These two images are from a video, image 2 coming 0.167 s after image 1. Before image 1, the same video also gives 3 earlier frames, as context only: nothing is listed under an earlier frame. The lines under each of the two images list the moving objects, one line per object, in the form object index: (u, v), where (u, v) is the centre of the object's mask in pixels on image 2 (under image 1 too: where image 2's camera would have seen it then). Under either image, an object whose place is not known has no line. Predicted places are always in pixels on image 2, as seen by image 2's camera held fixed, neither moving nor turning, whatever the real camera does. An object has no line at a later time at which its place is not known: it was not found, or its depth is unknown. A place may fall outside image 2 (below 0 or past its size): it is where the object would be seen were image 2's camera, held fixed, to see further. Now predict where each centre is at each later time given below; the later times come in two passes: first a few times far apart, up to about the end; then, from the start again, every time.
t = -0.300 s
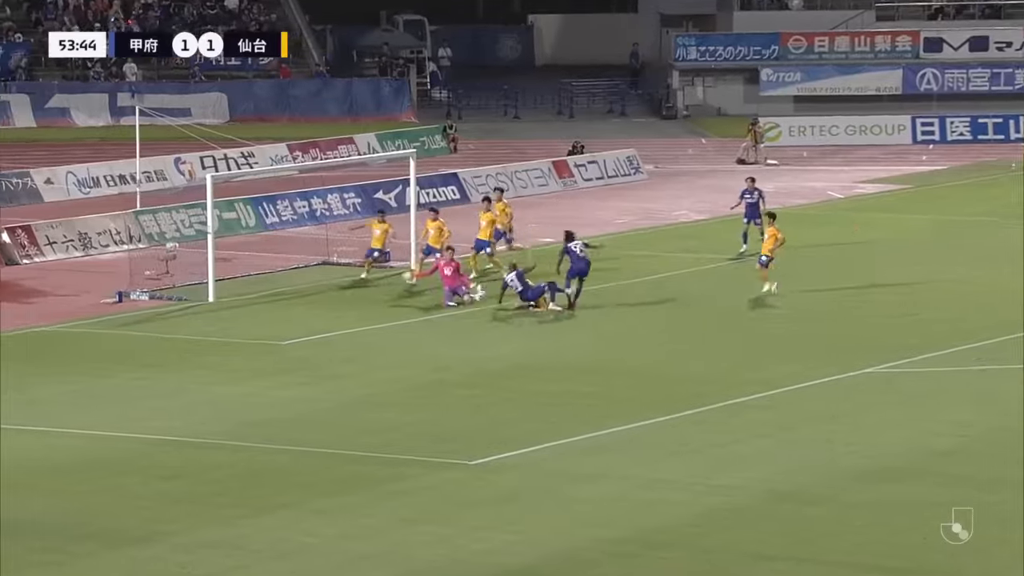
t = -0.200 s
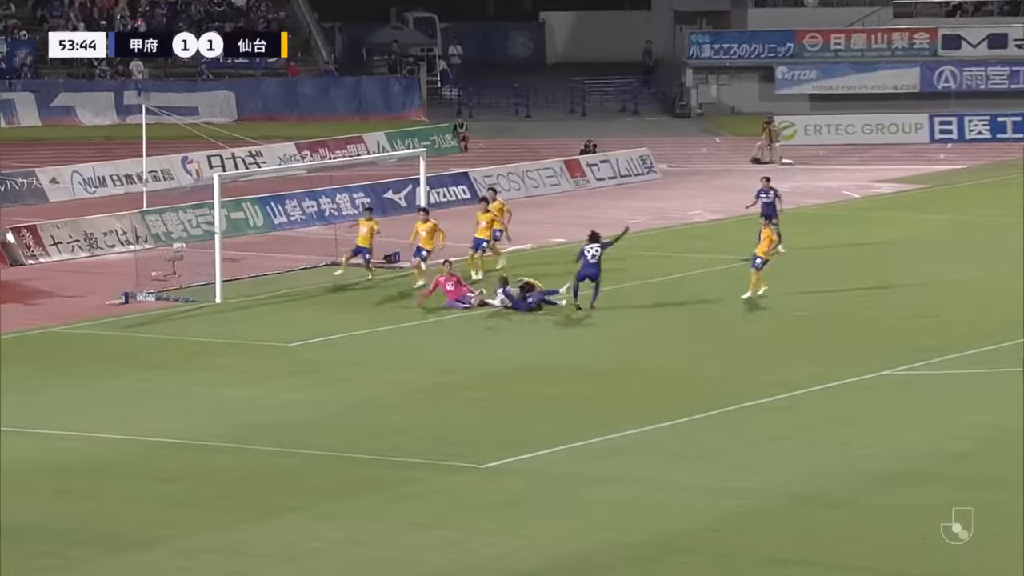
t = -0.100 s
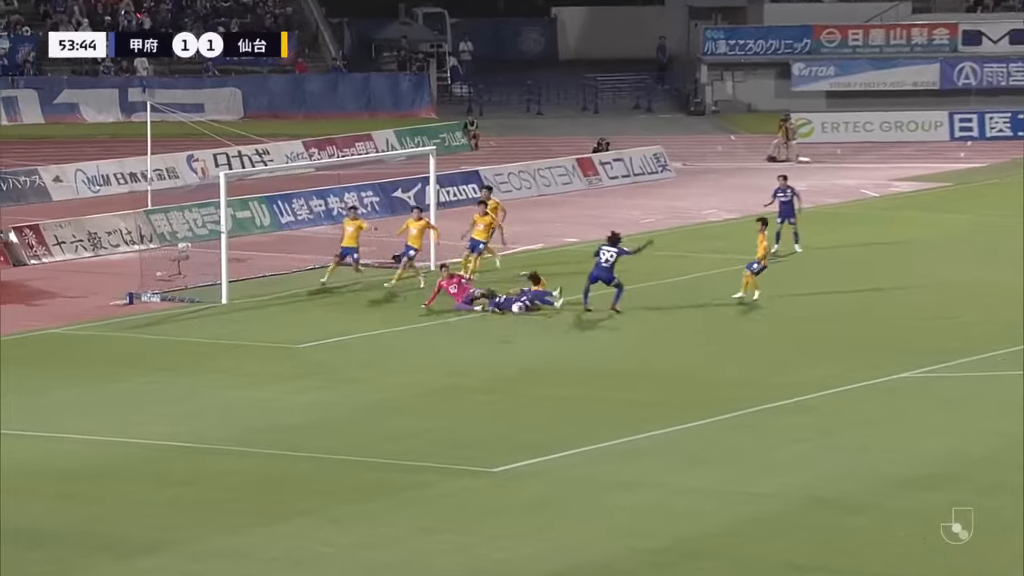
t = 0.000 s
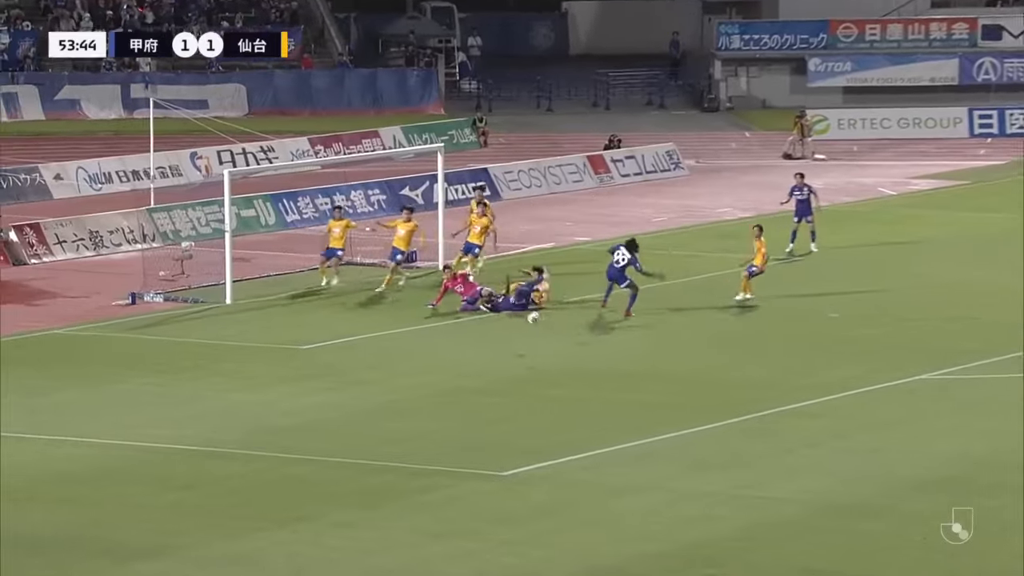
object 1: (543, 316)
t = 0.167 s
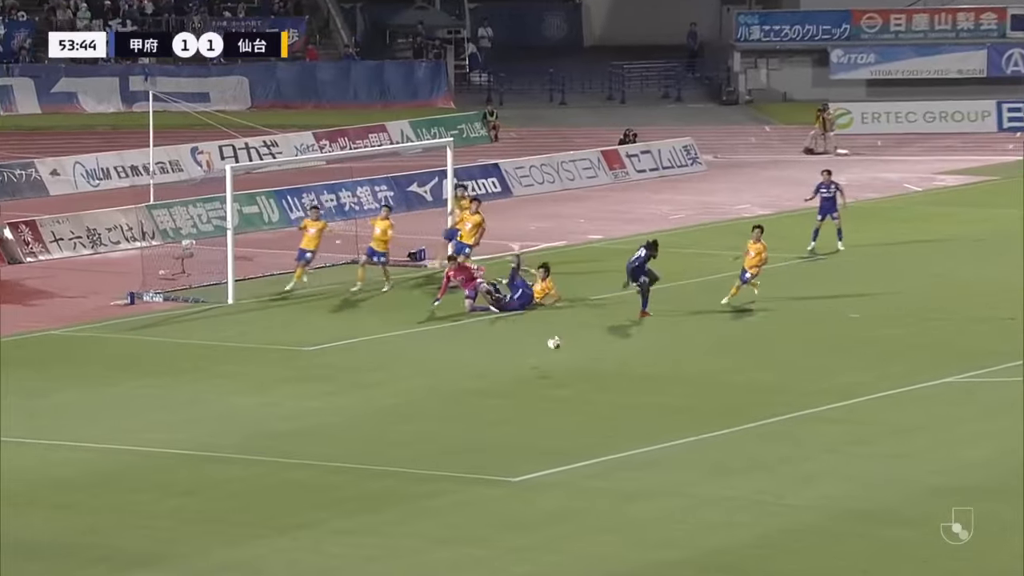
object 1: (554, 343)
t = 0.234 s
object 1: (556, 354)
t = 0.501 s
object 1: (560, 399)
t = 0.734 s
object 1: (557, 432)
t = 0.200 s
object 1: (555, 348)
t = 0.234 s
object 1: (556, 354)
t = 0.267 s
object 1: (557, 362)
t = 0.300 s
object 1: (558, 370)
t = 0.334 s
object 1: (559, 377)
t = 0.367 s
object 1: (560, 386)
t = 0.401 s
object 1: (560, 394)
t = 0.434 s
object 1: (560, 396)
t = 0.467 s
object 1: (560, 397)
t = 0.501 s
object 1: (560, 399)
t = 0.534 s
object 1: (560, 401)
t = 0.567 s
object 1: (560, 404)
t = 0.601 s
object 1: (560, 407)
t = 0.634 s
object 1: (559, 412)
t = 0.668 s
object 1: (558, 418)
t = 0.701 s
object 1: (558, 424)
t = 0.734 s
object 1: (557, 432)
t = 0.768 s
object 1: (557, 437)
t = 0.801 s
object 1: (556, 436)
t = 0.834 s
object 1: (555, 437)
